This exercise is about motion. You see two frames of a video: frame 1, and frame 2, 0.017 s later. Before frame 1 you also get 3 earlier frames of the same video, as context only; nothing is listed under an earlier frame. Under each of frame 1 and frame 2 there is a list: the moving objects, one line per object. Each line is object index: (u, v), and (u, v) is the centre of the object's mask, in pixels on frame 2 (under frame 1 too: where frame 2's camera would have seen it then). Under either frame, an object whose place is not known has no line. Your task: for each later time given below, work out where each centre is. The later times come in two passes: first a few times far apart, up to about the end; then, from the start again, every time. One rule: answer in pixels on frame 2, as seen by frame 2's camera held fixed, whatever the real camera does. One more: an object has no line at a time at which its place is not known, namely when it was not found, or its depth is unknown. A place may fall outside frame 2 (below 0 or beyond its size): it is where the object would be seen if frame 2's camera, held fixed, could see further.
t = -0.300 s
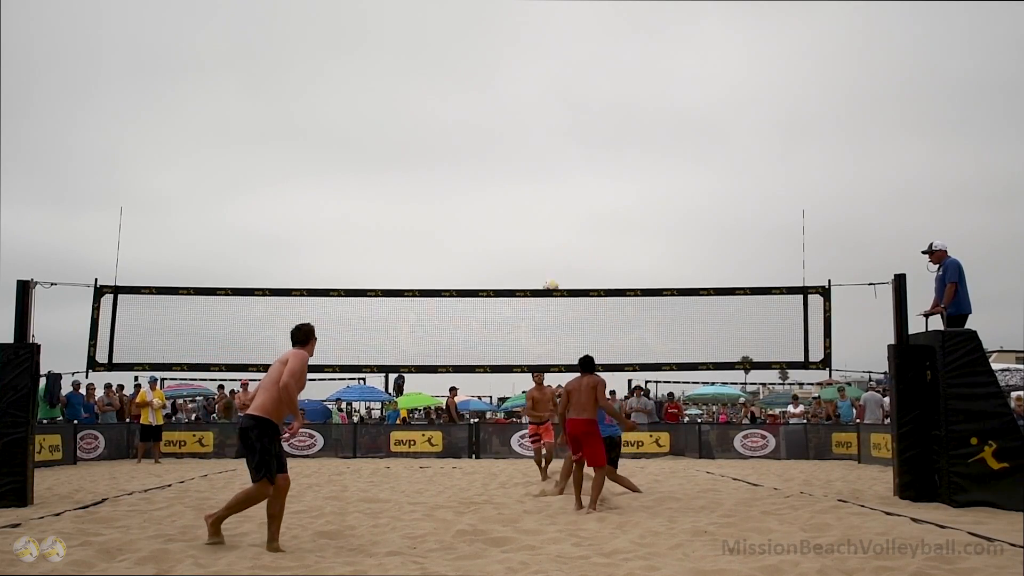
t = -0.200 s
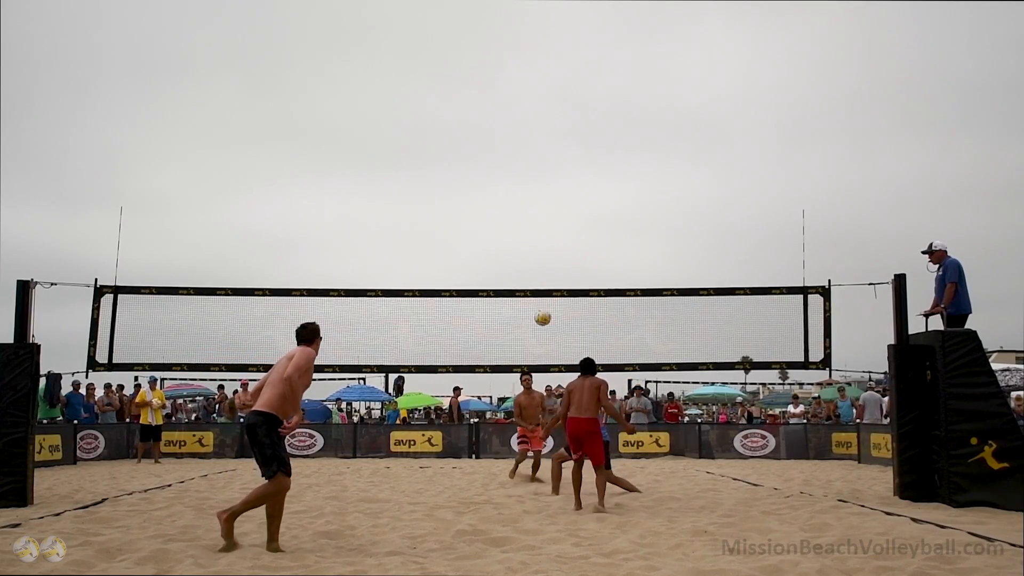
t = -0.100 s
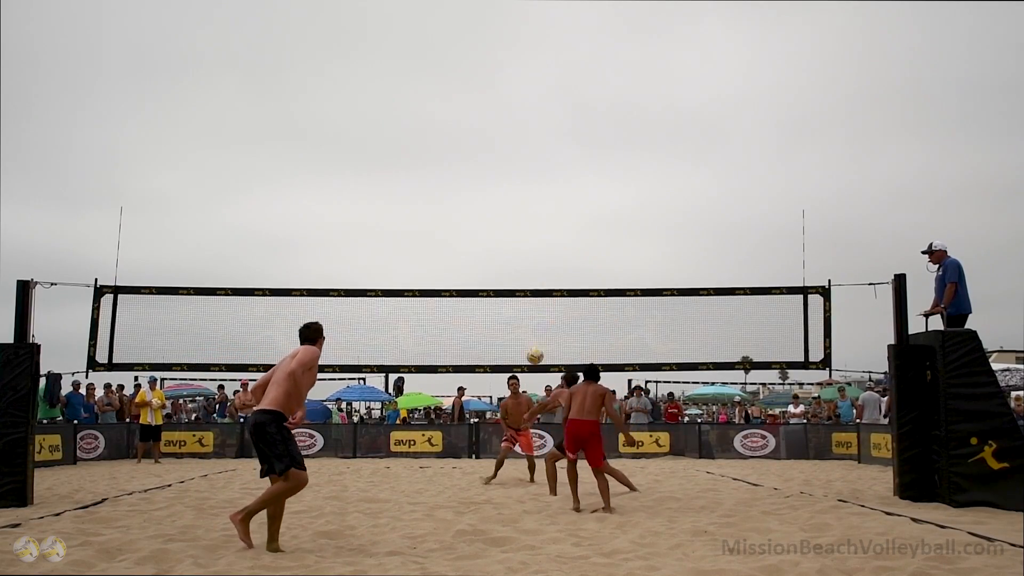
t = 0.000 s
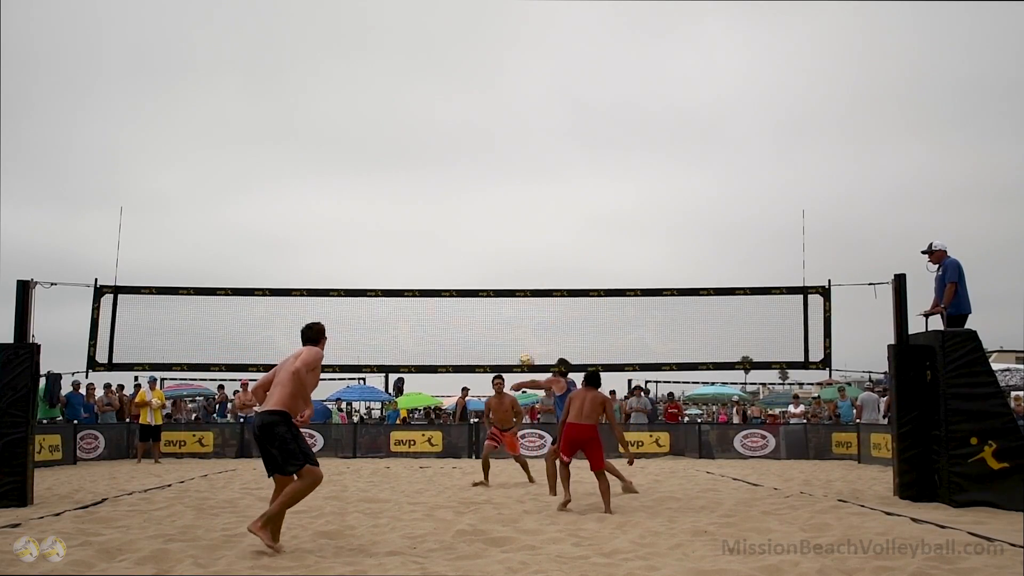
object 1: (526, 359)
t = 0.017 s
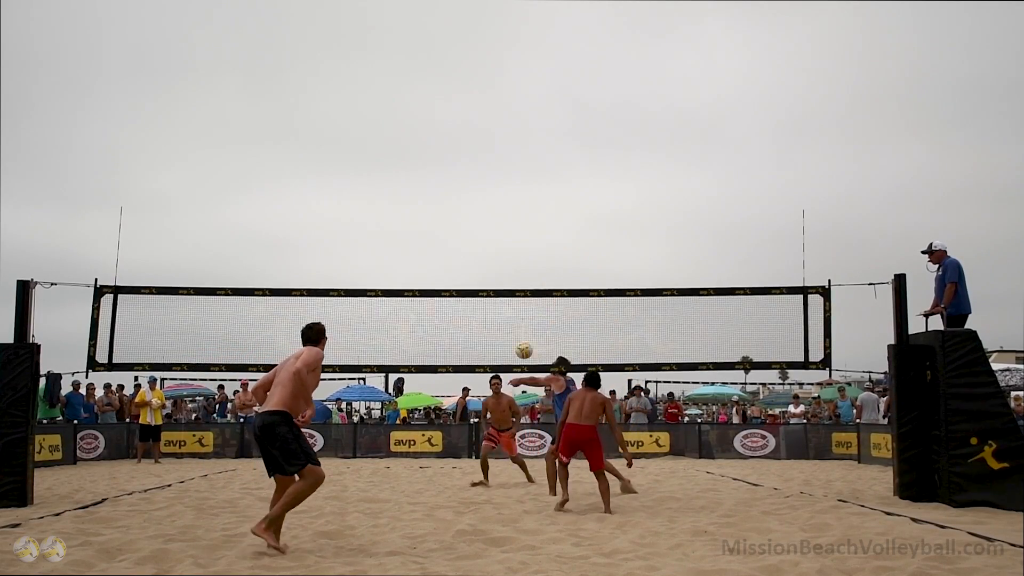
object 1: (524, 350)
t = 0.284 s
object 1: (500, 199)
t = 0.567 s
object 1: (480, 110)
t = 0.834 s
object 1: (464, 85)
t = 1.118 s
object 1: (450, 112)
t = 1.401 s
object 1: (440, 194)
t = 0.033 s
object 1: (522, 339)
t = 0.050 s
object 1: (520, 328)
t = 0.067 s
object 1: (519, 316)
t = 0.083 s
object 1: (517, 306)
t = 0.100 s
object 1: (515, 300)
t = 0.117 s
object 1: (514, 284)
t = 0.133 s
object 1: (512, 275)
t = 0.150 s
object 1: (511, 266)
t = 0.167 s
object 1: (509, 256)
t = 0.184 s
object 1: (508, 247)
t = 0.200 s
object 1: (507, 238)
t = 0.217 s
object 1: (505, 230)
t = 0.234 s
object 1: (504, 222)
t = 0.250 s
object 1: (502, 214)
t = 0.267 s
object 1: (501, 206)
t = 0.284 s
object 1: (500, 199)
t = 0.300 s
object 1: (499, 192)
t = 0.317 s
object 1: (497, 185)
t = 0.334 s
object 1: (496, 178)
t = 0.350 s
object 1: (495, 172)
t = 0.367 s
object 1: (494, 165)
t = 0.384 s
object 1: (492, 160)
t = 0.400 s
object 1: (491, 154)
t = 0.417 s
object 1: (490, 149)
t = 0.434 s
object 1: (489, 144)
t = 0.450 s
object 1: (487, 139)
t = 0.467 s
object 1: (486, 134)
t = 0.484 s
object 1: (485, 129)
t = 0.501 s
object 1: (484, 125)
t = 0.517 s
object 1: (483, 121)
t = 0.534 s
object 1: (482, 117)
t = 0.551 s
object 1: (480, 114)
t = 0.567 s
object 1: (480, 110)
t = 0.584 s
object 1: (478, 107)
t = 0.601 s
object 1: (477, 104)
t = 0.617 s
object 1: (476, 102)
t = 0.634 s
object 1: (475, 99)
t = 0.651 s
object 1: (474, 97)
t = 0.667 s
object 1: (473, 95)
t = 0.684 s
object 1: (472, 93)
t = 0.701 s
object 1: (471, 91)
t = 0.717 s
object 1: (470, 89)
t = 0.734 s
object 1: (469, 88)
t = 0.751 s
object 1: (468, 87)
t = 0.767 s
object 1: (468, 86)
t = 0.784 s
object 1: (466, 86)
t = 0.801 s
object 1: (466, 85)
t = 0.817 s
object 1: (465, 85)
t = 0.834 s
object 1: (464, 85)
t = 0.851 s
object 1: (463, 85)
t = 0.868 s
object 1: (462, 85)
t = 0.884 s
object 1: (461, 86)
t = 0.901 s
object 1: (460, 86)
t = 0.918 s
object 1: (460, 87)
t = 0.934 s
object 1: (459, 88)
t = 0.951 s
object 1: (458, 89)
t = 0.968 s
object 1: (457, 91)
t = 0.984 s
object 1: (456, 93)
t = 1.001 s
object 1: (456, 94)
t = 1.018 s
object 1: (455, 96)
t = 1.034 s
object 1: (454, 99)
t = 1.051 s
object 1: (453, 101)
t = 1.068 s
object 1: (453, 104)
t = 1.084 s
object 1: (452, 107)
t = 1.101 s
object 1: (451, 110)
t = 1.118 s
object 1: (450, 112)
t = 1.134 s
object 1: (450, 116)
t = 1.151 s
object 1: (449, 119)
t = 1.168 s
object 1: (448, 123)
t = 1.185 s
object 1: (448, 127)
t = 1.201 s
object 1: (447, 131)
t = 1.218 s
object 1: (446, 136)
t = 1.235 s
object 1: (446, 140)
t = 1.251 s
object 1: (445, 145)
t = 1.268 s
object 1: (444, 149)
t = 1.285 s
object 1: (444, 154)
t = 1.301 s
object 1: (443, 159)
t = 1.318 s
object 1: (443, 165)
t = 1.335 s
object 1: (442, 170)
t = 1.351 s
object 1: (441, 176)
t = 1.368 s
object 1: (441, 182)
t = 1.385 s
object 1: (440, 187)
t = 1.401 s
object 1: (440, 194)
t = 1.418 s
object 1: (439, 200)
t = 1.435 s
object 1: (439, 207)
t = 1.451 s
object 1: (438, 213)
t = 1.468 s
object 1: (438, 220)
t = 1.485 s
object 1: (438, 227)
